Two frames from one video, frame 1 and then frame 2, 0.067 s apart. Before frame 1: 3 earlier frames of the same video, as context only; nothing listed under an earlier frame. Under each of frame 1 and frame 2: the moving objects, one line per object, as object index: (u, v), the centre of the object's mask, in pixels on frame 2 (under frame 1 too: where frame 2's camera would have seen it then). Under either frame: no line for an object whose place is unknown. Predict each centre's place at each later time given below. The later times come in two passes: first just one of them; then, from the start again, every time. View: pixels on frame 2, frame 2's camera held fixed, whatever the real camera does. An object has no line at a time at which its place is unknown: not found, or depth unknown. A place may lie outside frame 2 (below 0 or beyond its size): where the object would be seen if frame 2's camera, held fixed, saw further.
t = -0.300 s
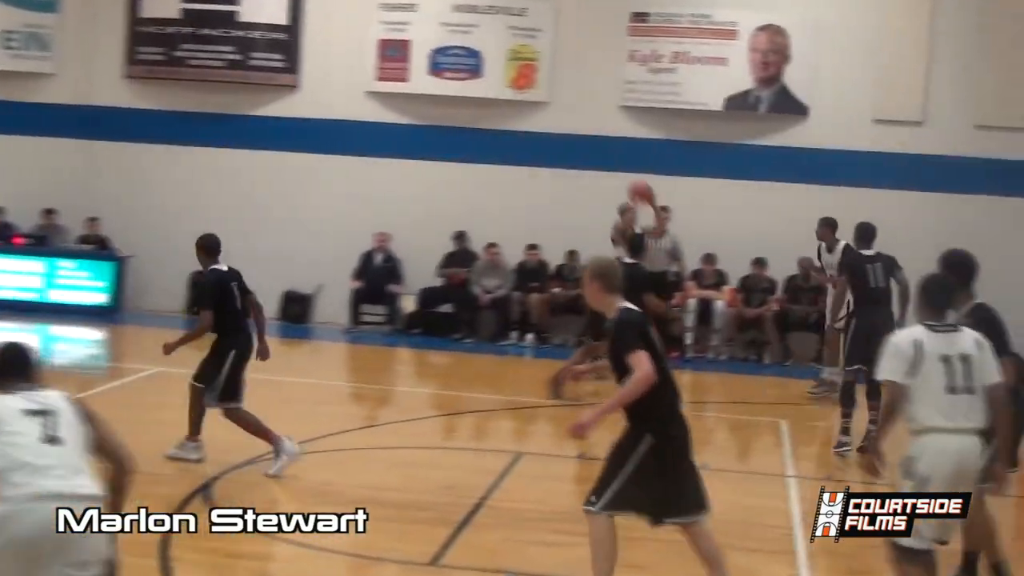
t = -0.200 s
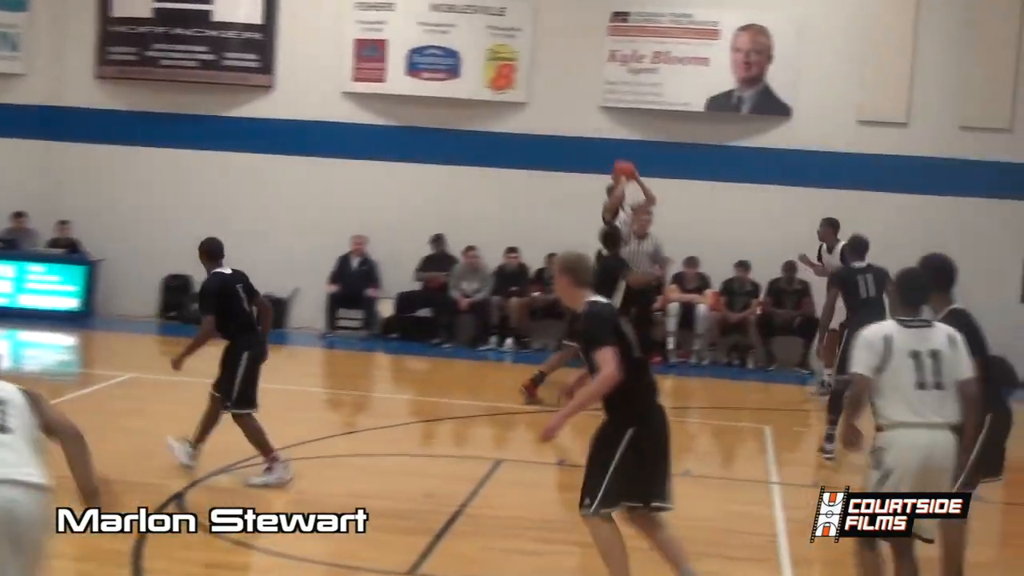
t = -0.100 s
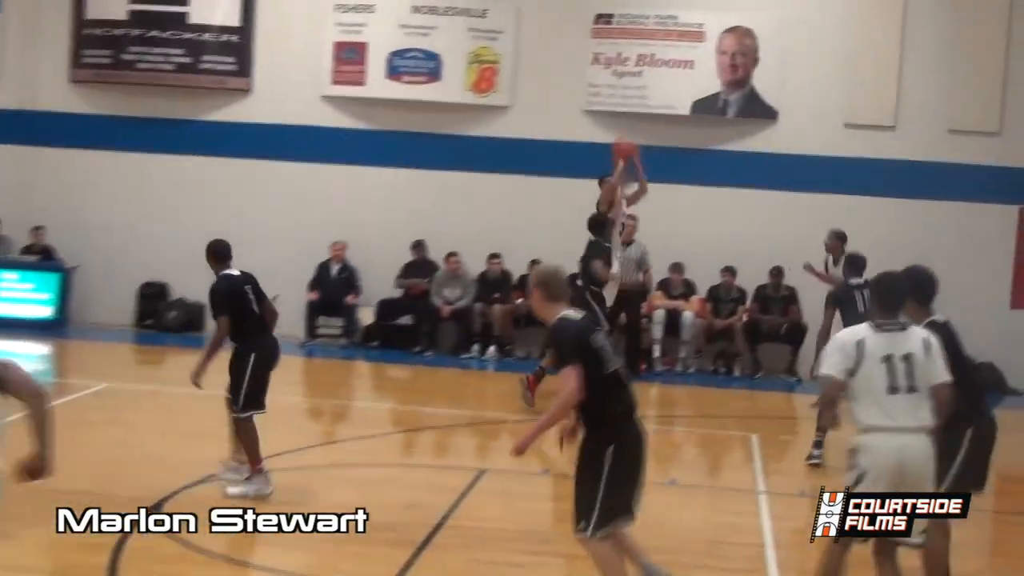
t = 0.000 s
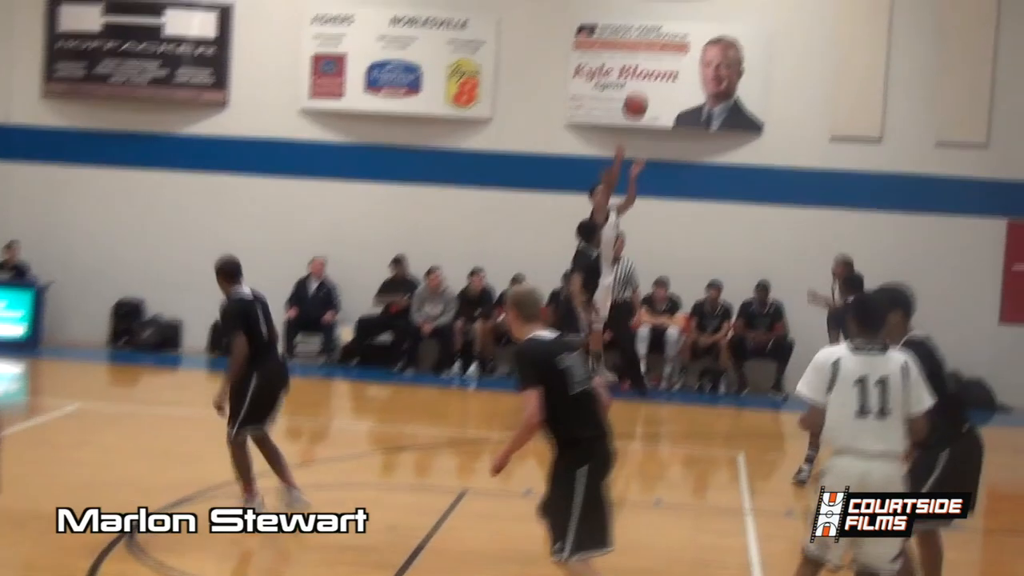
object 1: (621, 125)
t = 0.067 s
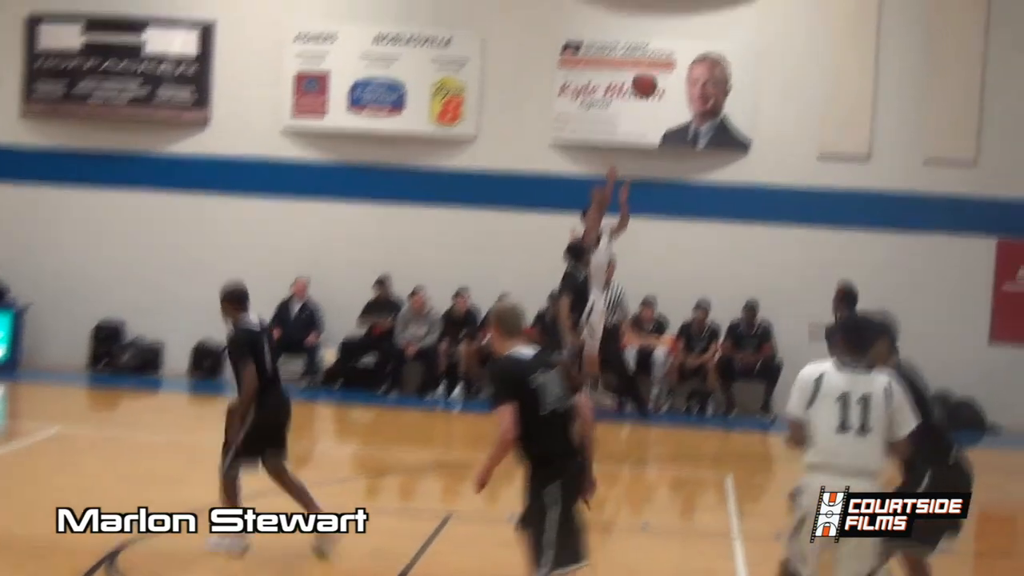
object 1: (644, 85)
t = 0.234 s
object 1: (705, -1)
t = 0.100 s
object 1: (656, 65)
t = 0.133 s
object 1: (668, 47)
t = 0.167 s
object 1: (680, 30)
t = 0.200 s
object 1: (693, 14)
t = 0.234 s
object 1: (705, -1)
